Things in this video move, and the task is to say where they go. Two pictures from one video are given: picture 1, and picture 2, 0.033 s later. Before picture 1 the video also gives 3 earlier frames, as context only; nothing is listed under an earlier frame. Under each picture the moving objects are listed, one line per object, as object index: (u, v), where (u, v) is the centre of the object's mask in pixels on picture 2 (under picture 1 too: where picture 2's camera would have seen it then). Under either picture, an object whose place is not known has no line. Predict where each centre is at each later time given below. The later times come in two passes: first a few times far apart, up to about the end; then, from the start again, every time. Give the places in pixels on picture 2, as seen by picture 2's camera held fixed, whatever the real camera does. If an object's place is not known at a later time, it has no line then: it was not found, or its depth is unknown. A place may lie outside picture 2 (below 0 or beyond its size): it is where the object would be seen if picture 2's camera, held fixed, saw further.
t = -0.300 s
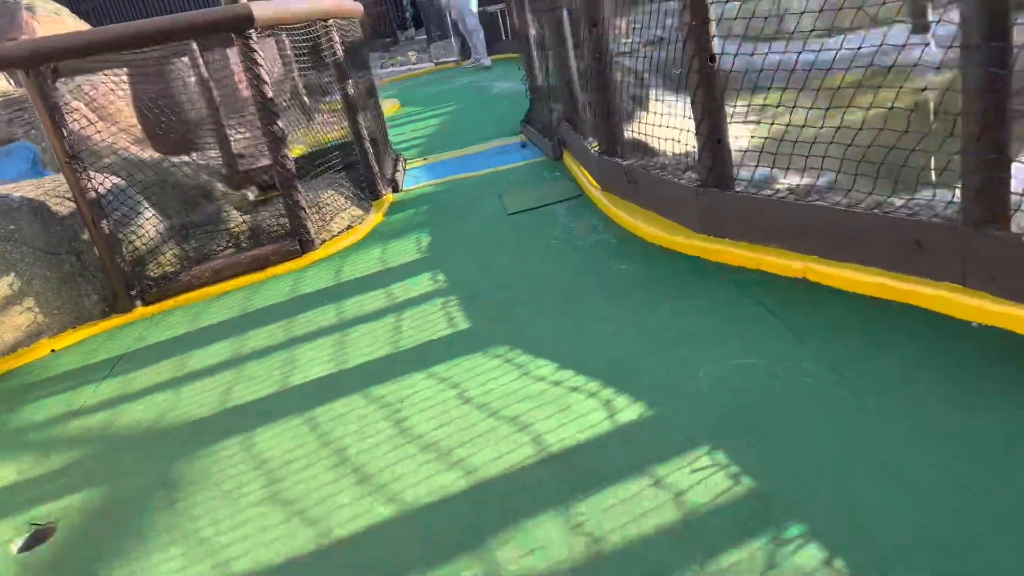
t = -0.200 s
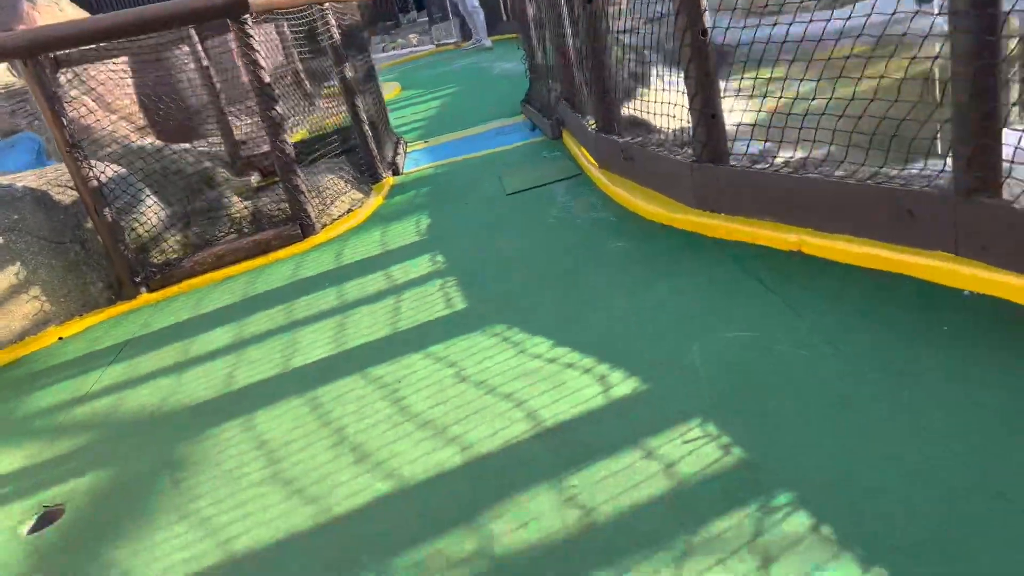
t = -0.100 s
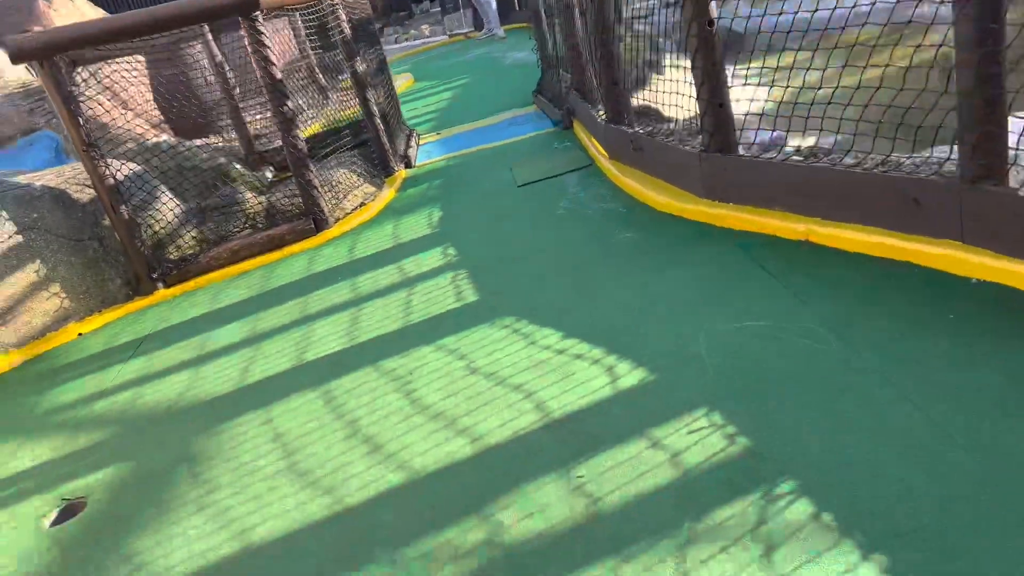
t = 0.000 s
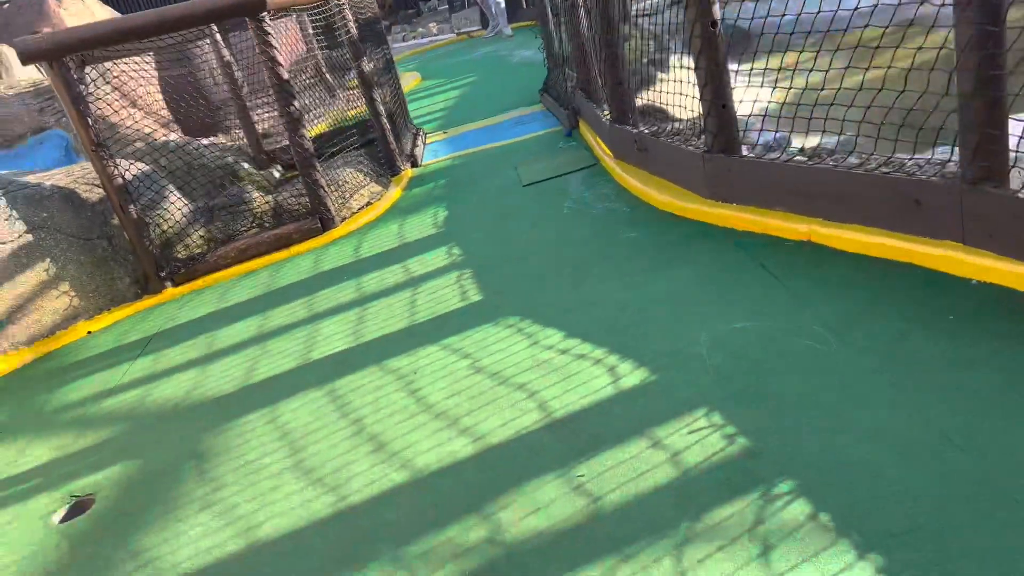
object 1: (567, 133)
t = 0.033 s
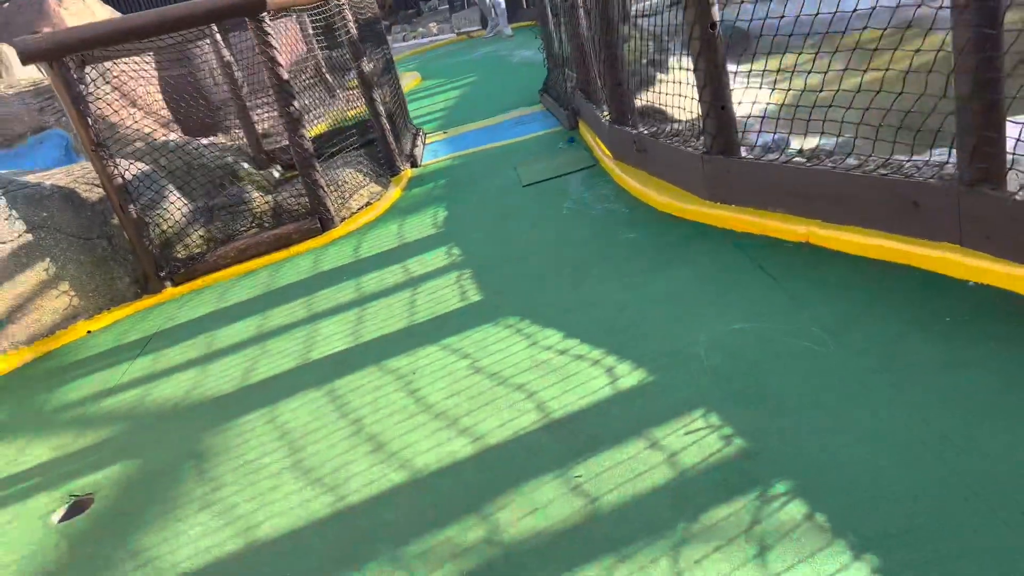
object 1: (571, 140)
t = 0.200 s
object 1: (583, 155)
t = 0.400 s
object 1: (602, 196)
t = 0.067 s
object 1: (573, 144)
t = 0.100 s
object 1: (574, 144)
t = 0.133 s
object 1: (576, 145)
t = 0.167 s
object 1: (578, 149)
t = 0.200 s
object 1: (583, 155)
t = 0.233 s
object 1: (586, 166)
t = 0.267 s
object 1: (589, 171)
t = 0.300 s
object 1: (591, 174)
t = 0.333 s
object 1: (594, 180)
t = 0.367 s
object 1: (598, 190)
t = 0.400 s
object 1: (602, 196)
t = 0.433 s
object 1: (605, 203)
